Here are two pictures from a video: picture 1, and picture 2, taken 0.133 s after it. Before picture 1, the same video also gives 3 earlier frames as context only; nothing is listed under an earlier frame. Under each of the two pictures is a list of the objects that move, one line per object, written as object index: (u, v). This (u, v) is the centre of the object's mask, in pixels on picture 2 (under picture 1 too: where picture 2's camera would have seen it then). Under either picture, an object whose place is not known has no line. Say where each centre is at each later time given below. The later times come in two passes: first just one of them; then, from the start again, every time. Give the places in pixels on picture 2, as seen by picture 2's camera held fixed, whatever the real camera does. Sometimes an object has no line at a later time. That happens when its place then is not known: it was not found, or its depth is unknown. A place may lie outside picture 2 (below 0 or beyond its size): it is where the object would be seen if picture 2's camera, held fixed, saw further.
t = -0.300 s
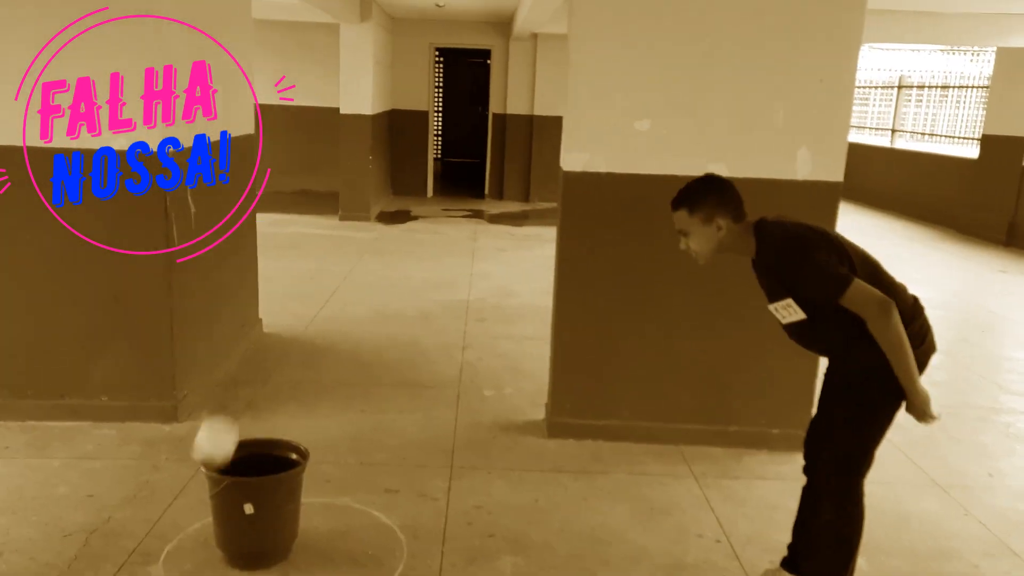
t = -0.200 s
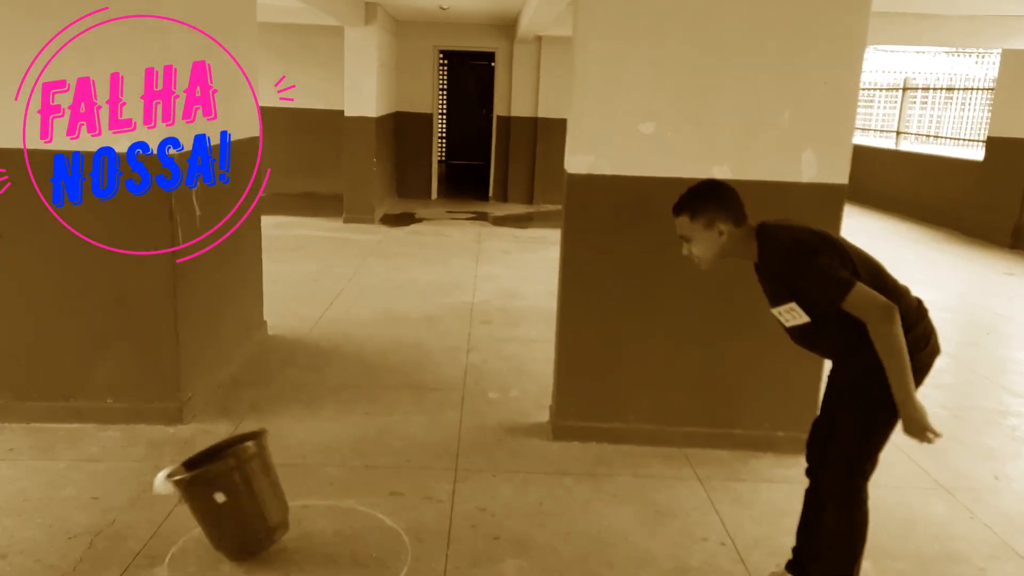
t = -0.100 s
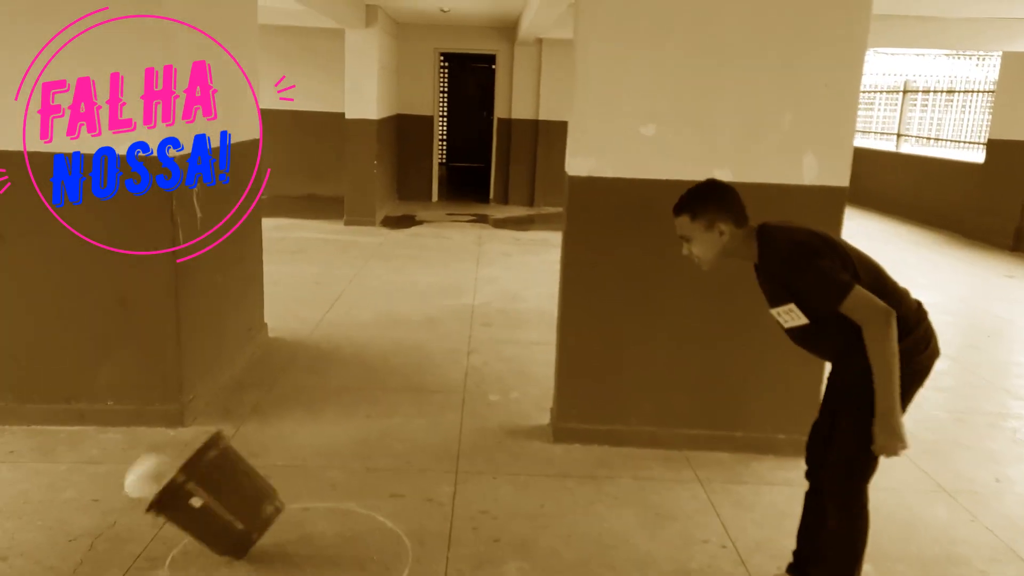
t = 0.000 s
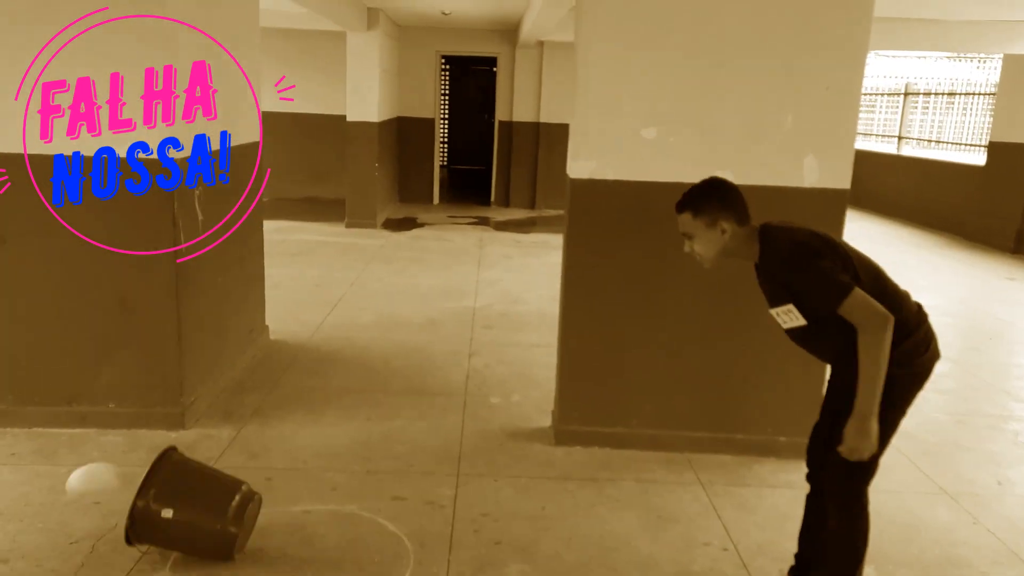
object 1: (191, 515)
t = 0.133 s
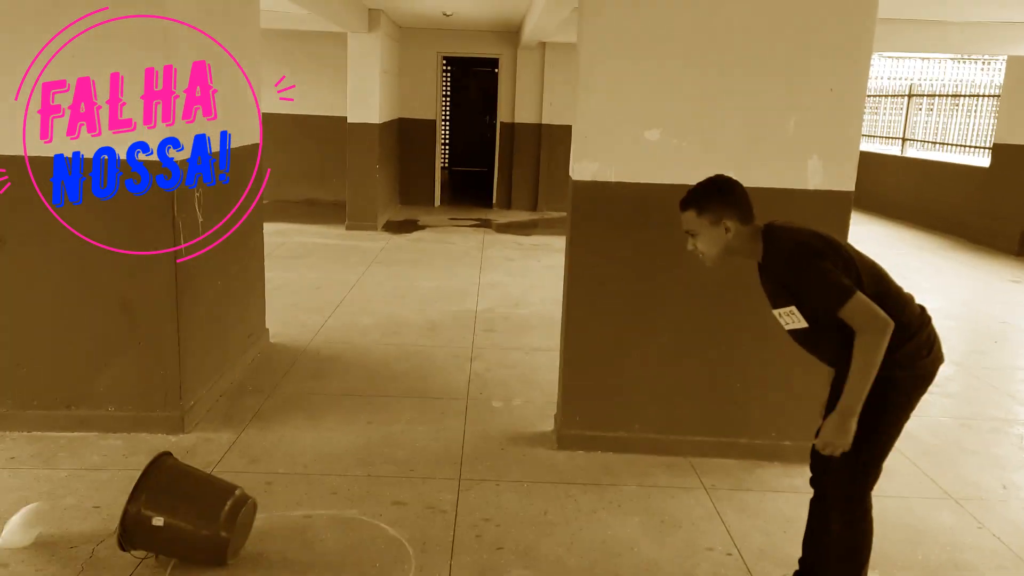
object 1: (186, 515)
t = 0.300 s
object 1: (176, 513)
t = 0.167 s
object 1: (181, 513)
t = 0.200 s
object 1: (178, 513)
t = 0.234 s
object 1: (178, 512)
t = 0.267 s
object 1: (178, 512)
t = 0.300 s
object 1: (176, 513)
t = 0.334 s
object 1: (174, 515)
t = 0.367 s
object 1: (170, 517)
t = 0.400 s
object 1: (169, 518)
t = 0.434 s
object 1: (169, 518)
